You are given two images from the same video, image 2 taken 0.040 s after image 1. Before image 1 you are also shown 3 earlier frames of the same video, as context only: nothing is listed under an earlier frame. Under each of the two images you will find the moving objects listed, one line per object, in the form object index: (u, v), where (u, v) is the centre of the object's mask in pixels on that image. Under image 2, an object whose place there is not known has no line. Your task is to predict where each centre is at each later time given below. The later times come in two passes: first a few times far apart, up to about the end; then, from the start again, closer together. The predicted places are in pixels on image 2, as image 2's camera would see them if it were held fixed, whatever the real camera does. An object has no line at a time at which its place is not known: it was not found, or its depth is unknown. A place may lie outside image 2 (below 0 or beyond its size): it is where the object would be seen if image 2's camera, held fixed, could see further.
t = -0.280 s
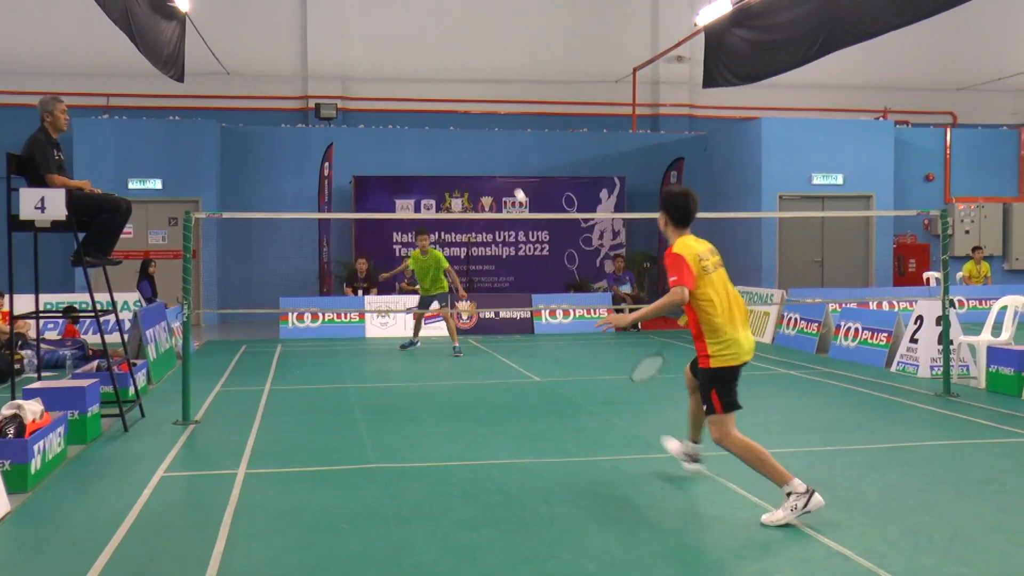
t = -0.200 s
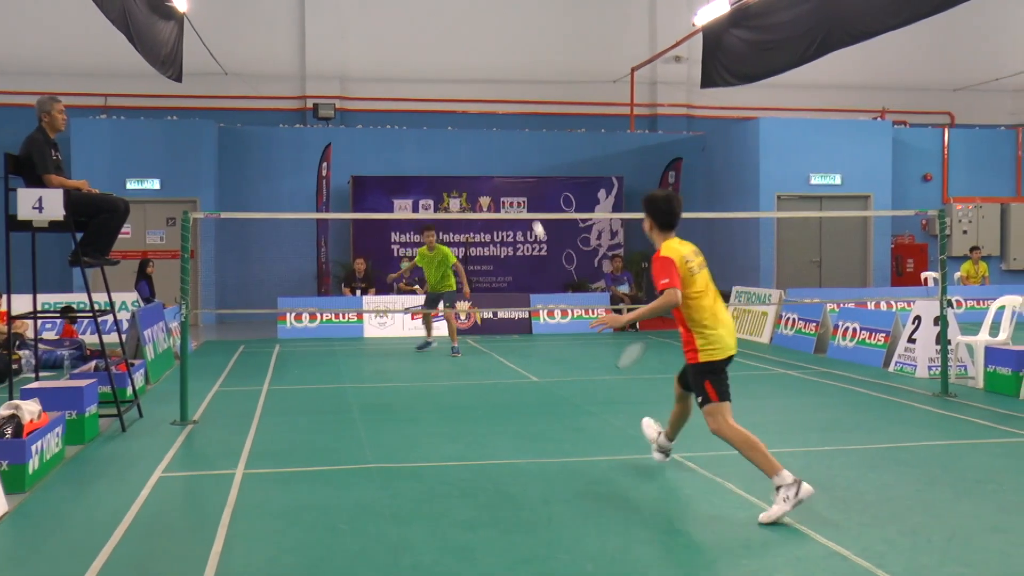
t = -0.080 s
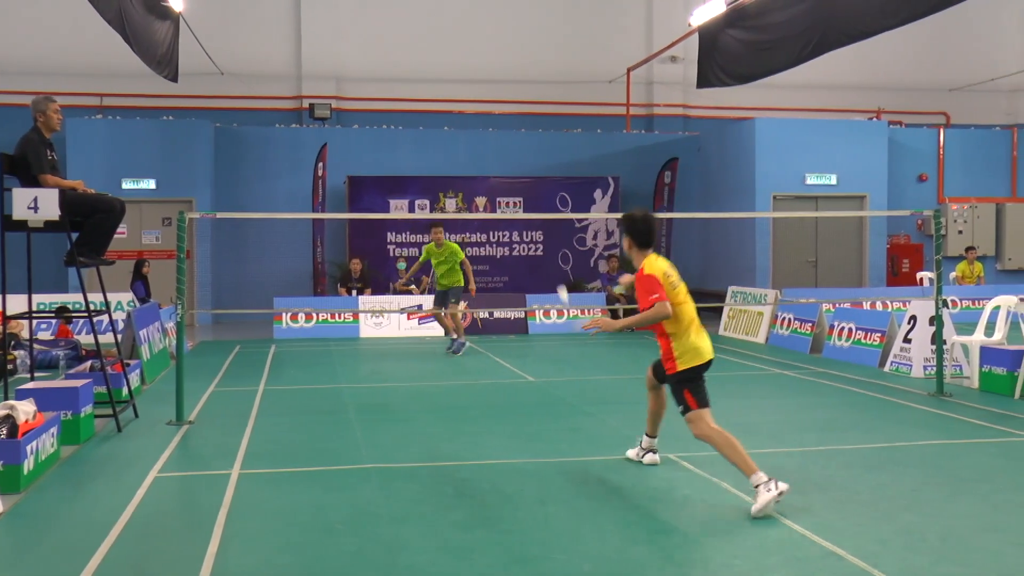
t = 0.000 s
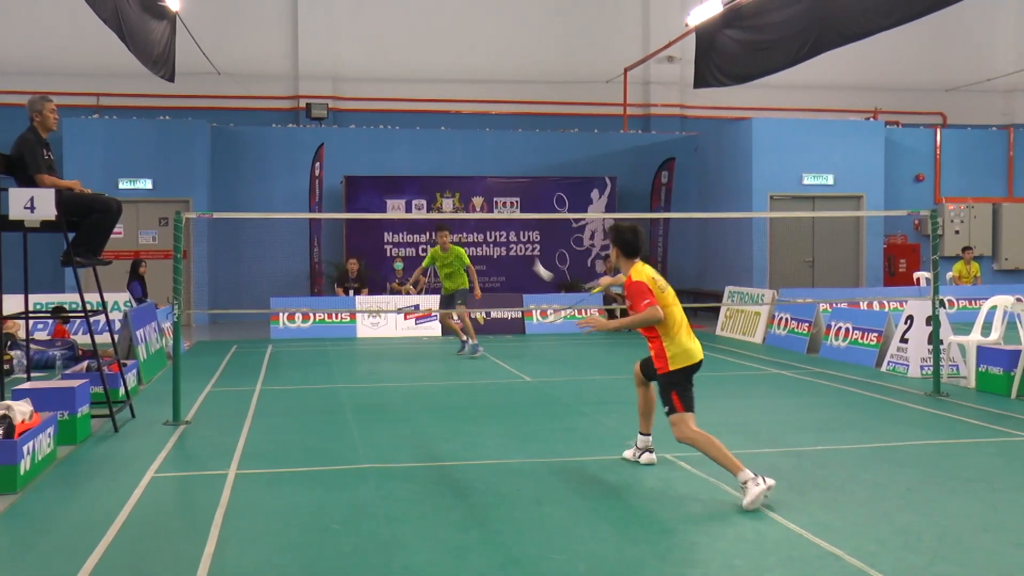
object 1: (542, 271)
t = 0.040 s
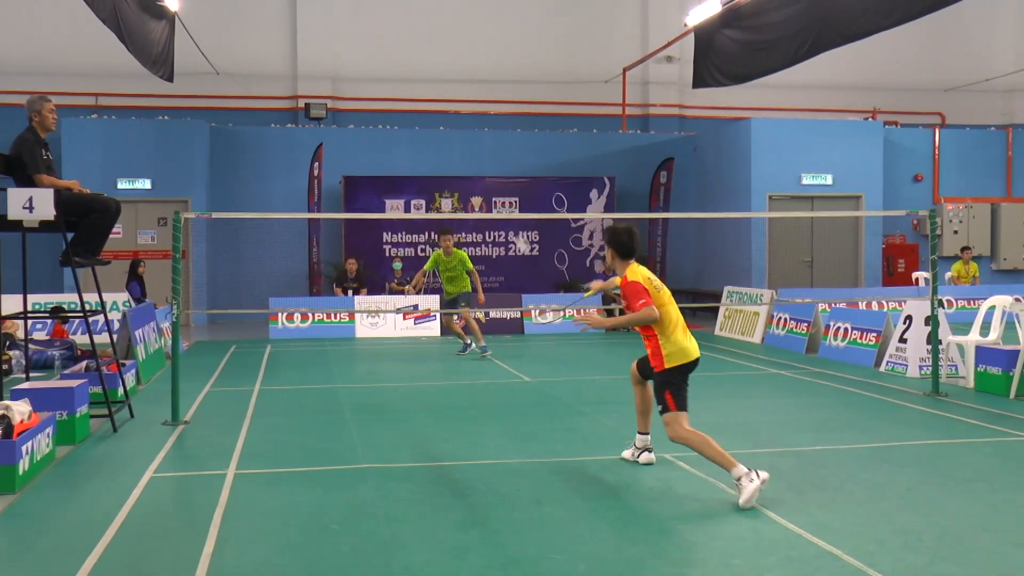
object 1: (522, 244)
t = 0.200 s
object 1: (478, 172)
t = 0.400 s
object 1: (433, 145)
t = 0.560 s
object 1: (405, 161)
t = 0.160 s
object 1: (489, 186)
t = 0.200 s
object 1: (478, 172)
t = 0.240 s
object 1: (467, 160)
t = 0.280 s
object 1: (456, 152)
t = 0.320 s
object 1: (447, 147)
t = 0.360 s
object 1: (440, 145)
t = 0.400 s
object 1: (433, 145)
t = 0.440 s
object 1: (426, 146)
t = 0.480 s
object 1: (419, 149)
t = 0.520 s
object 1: (412, 154)
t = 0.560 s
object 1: (405, 161)
